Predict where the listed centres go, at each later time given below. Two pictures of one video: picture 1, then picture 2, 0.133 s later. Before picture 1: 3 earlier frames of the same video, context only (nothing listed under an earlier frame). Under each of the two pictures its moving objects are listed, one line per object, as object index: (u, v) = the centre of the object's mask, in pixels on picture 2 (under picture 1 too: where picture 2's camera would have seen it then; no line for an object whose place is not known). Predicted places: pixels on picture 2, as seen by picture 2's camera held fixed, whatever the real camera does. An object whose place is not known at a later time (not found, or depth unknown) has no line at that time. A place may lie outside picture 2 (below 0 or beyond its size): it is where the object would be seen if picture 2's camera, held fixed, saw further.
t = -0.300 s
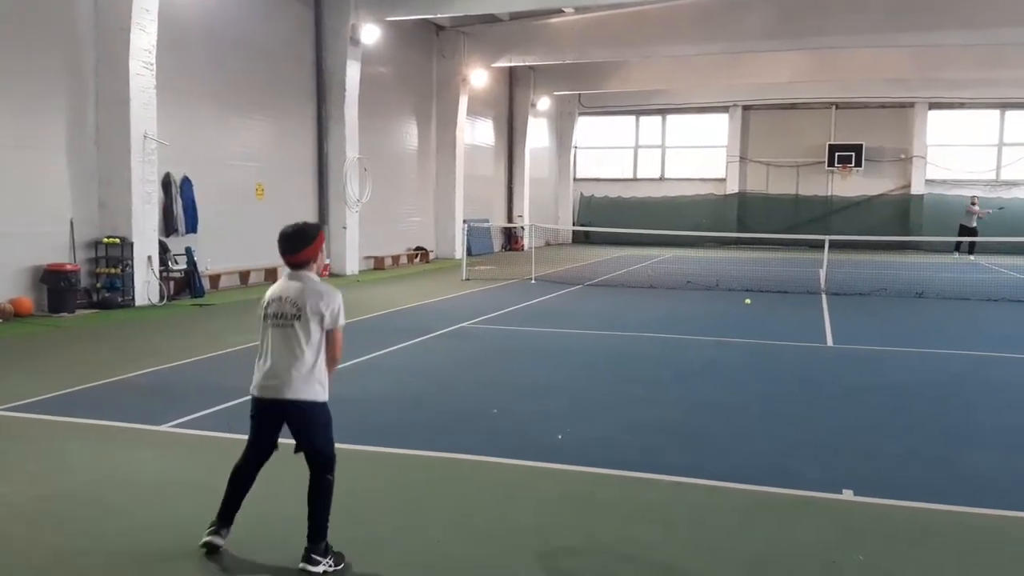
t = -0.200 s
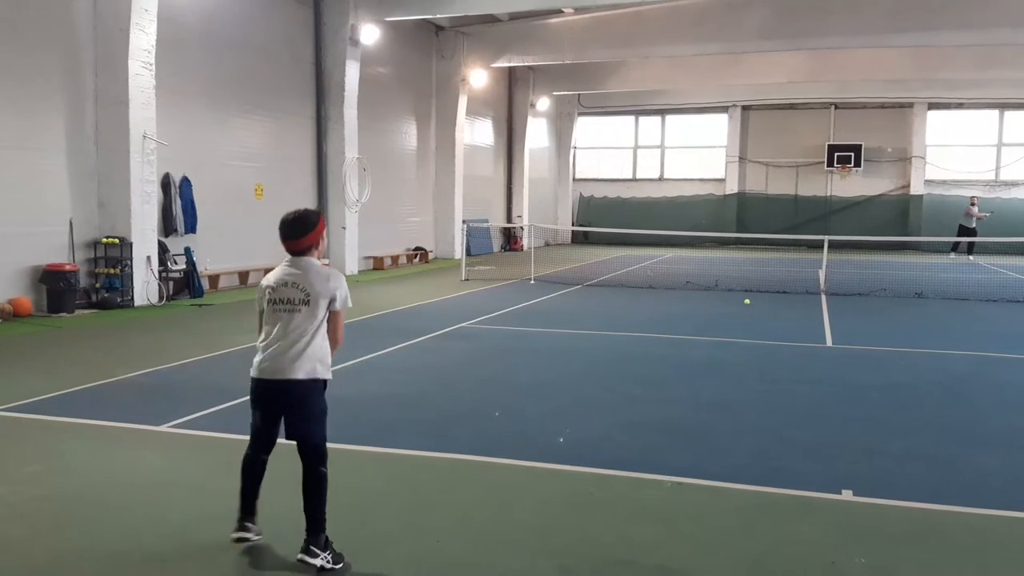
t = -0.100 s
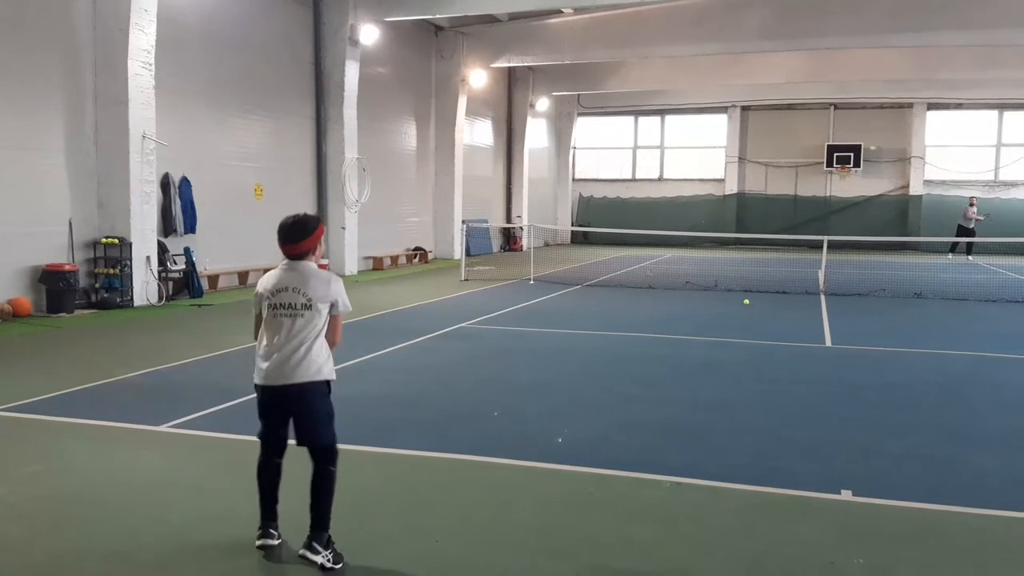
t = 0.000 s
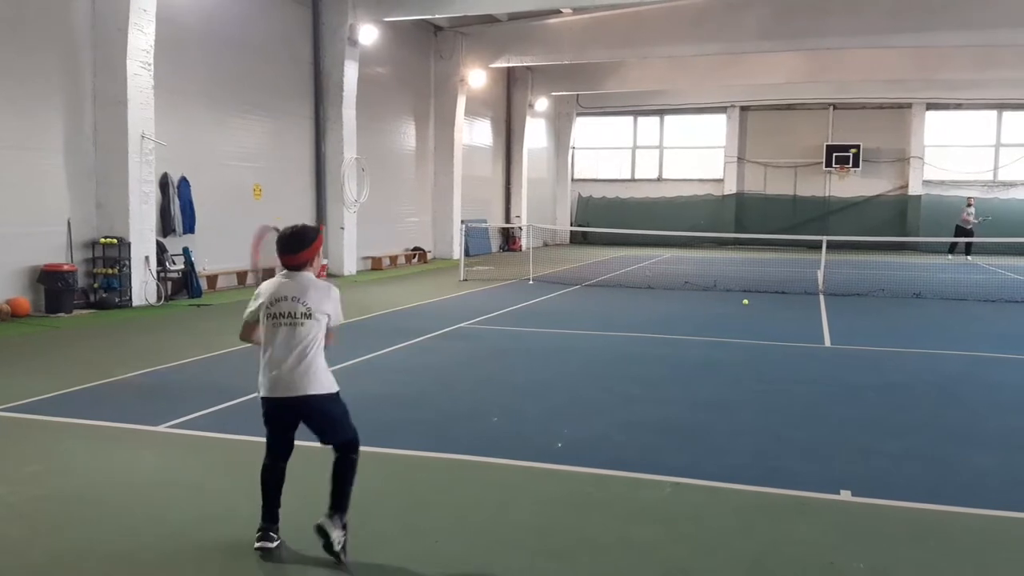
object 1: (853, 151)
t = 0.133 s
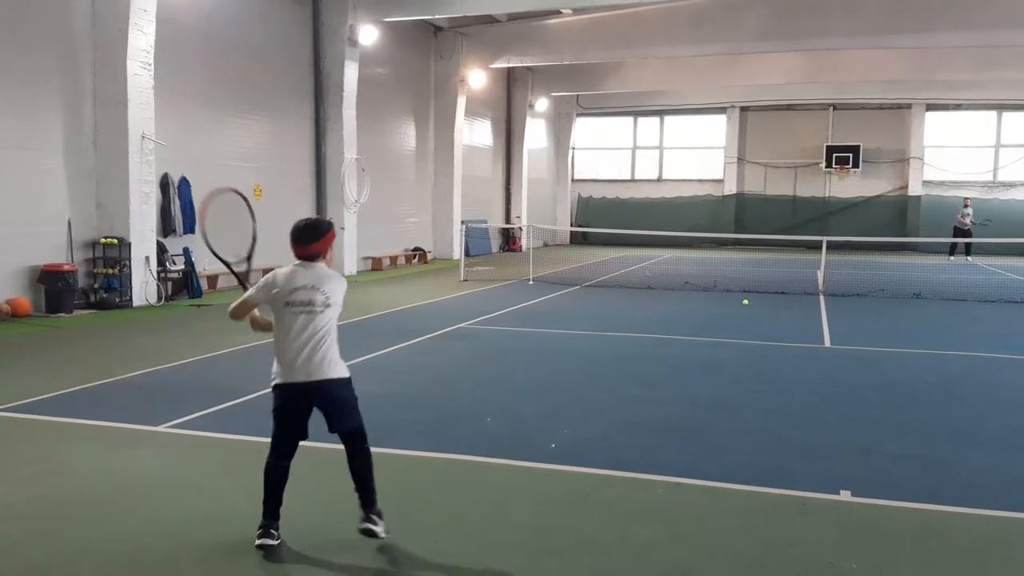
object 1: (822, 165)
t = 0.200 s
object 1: (804, 176)
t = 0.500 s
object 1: (687, 299)
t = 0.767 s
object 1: (593, 259)
